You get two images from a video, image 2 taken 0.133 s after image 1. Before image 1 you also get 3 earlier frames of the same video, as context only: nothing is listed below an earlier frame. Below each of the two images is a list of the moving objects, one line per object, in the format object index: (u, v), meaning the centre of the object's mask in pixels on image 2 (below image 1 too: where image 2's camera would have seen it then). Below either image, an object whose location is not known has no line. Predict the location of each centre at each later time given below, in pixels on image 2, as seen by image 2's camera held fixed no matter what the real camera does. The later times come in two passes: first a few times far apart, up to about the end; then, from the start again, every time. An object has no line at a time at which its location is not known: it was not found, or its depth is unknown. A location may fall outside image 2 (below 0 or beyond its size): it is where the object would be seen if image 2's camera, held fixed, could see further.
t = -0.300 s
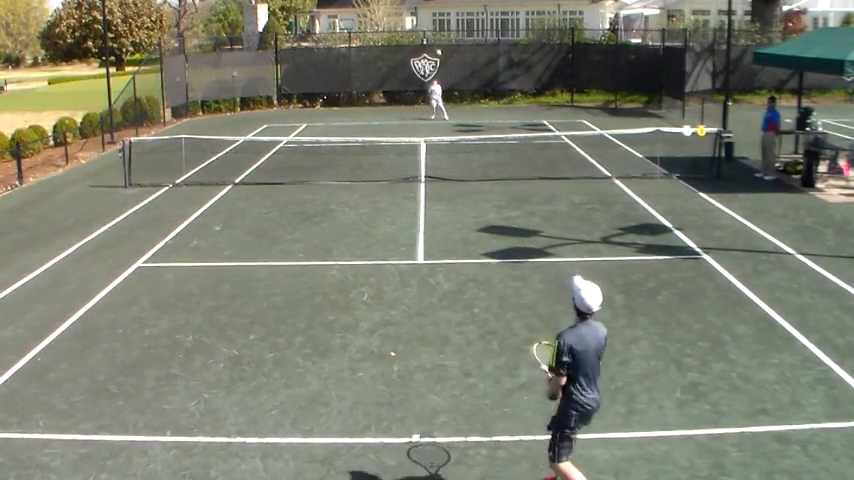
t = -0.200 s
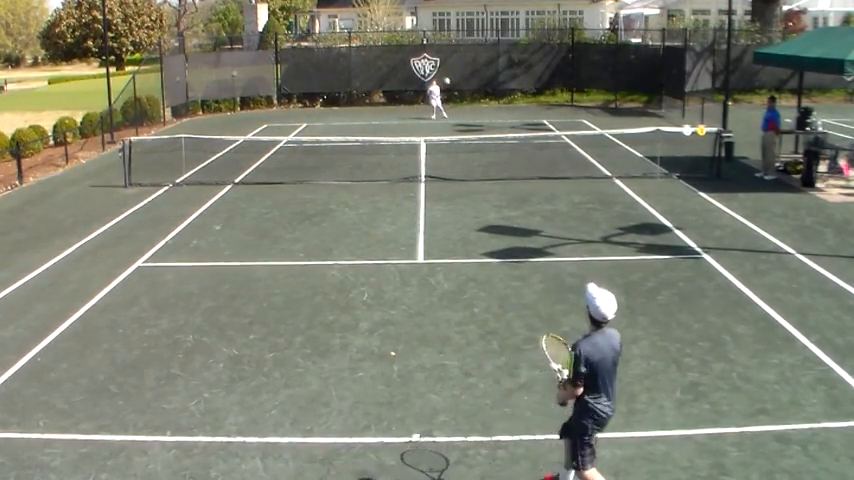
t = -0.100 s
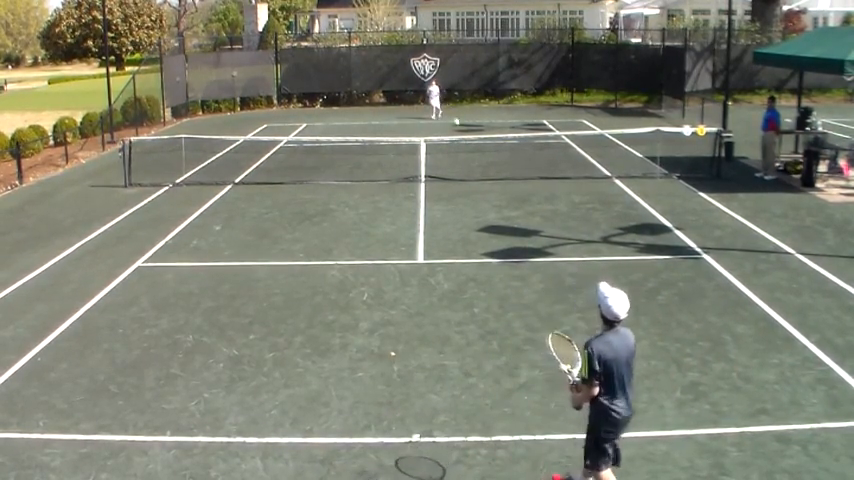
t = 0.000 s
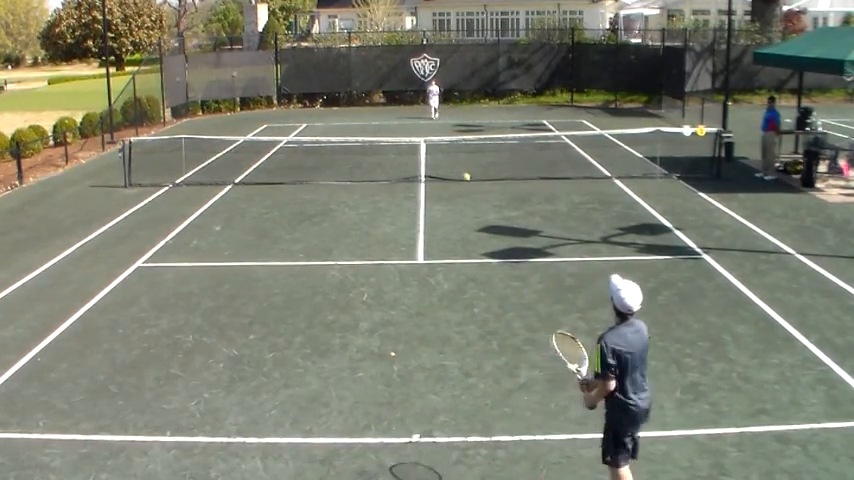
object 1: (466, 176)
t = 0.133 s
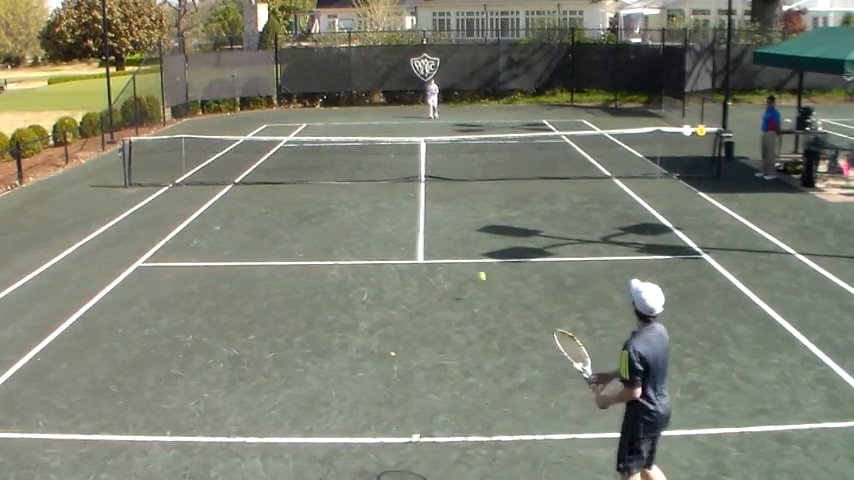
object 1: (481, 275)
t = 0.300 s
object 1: (503, 266)
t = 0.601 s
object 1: (556, 211)
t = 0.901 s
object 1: (639, 274)
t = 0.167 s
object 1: (486, 307)
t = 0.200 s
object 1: (491, 298)
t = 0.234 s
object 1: (494, 287)
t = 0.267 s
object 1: (498, 276)
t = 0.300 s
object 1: (503, 266)
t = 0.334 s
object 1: (508, 256)
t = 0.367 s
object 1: (513, 248)
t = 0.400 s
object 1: (519, 240)
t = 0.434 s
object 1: (524, 233)
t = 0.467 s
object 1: (530, 227)
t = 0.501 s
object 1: (536, 221)
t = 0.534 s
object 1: (542, 216)
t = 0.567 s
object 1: (549, 213)
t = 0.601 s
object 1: (556, 211)
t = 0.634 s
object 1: (563, 211)
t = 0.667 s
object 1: (570, 211)
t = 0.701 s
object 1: (579, 214)
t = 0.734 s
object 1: (587, 219)
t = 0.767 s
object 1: (597, 225)
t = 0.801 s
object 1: (606, 234)
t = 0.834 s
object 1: (616, 244)
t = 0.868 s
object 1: (628, 258)
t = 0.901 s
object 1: (639, 274)
